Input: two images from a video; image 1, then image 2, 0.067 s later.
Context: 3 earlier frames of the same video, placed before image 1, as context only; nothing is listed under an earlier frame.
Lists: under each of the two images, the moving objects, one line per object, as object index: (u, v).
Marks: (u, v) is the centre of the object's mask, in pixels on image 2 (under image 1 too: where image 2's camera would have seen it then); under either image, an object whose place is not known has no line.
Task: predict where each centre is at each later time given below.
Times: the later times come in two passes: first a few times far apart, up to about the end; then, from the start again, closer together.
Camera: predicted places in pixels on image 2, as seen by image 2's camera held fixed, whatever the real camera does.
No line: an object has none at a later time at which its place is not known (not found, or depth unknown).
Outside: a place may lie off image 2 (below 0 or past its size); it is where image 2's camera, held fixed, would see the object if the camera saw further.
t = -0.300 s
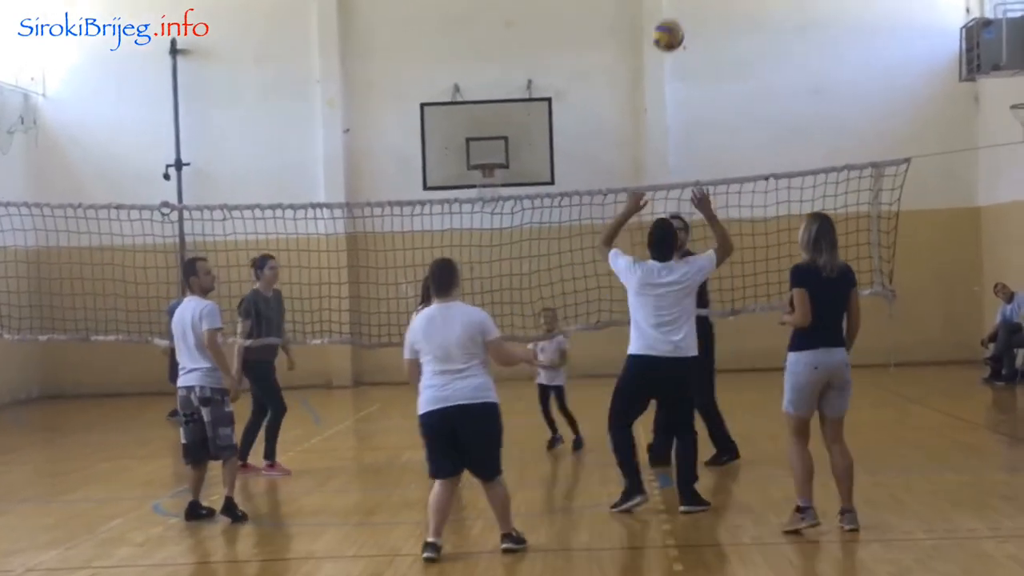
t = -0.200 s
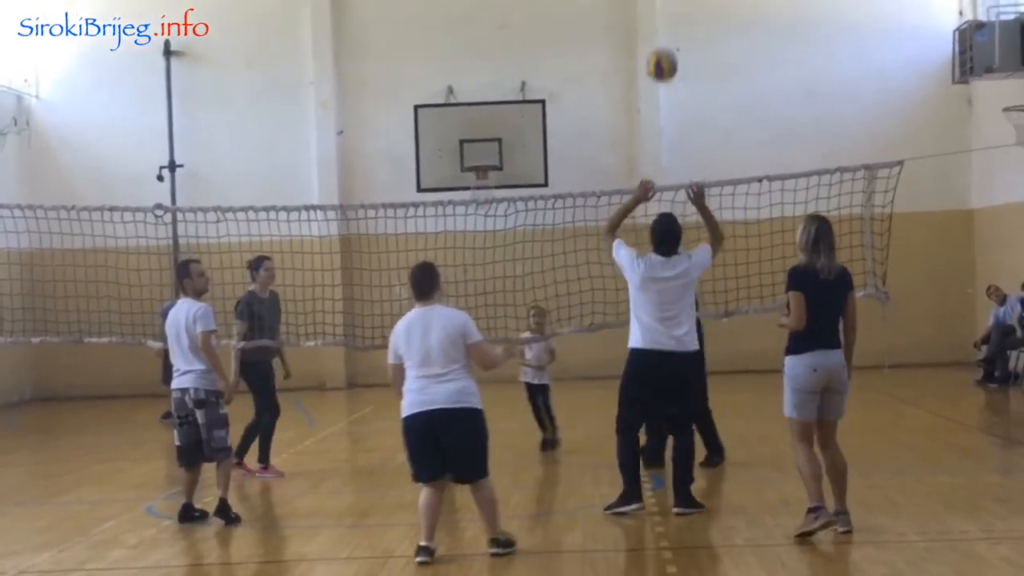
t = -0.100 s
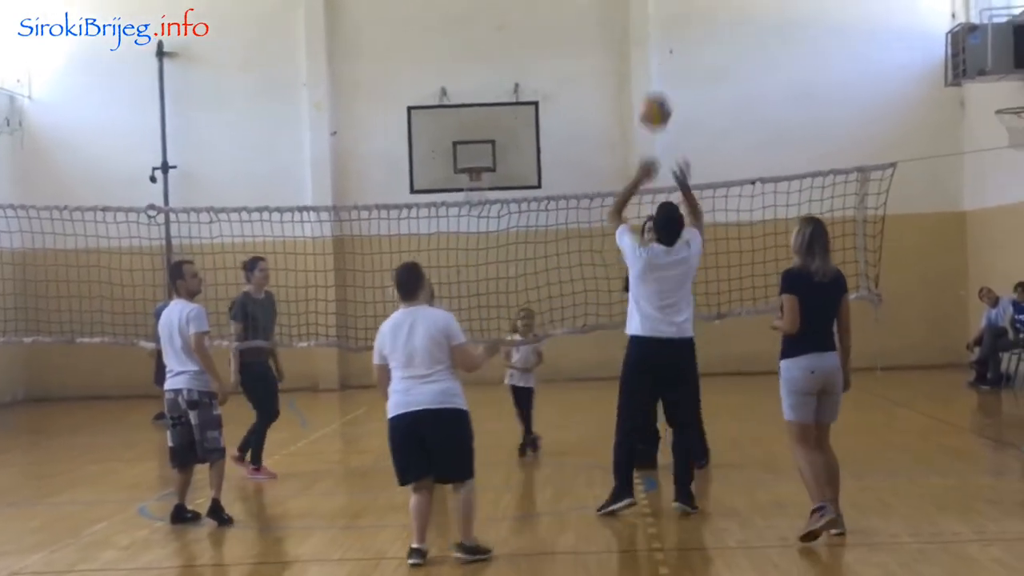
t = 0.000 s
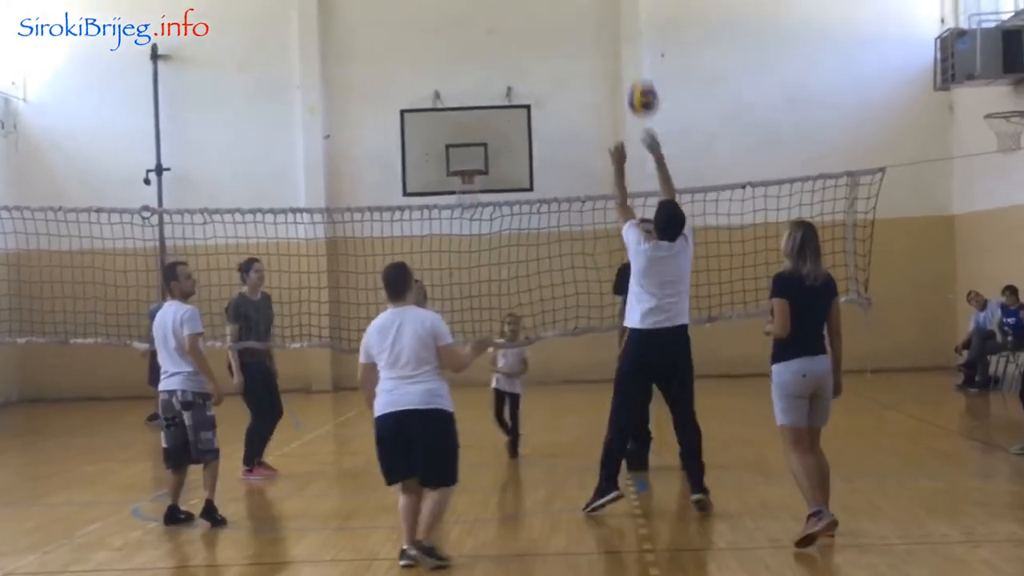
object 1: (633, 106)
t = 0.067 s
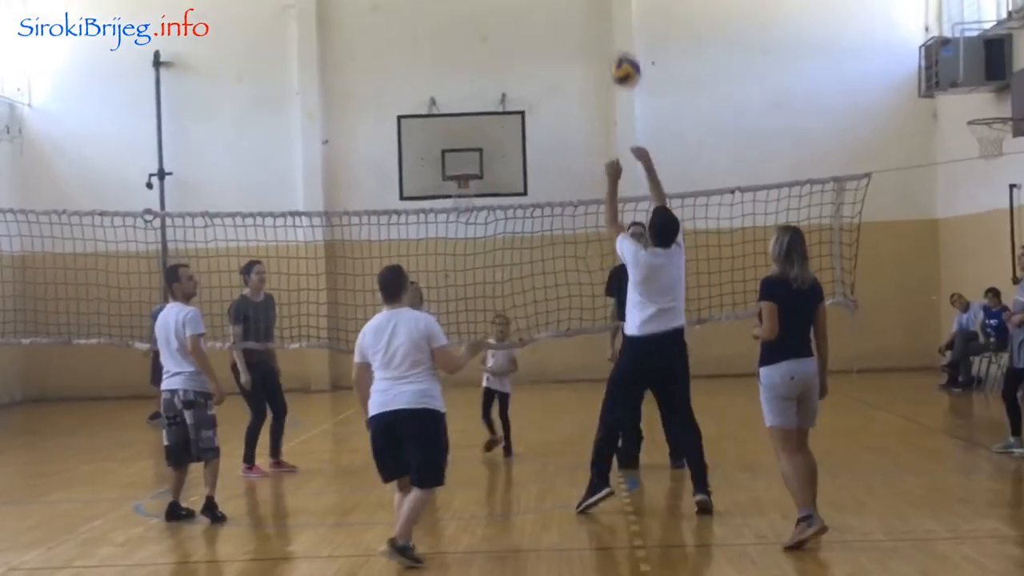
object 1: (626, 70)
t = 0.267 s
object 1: (600, 8)
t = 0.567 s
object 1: (571, 24)
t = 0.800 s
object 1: (556, 121)
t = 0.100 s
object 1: (621, 56)
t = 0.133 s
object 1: (617, 43)
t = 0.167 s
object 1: (611, 32)
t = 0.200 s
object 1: (607, 22)
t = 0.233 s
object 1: (604, 14)
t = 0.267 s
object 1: (600, 8)
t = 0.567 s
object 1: (571, 24)
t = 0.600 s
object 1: (568, 33)
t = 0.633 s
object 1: (565, 45)
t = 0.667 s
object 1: (563, 59)
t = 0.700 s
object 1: (562, 73)
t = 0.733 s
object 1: (559, 87)
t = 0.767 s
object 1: (557, 103)
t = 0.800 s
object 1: (556, 121)
